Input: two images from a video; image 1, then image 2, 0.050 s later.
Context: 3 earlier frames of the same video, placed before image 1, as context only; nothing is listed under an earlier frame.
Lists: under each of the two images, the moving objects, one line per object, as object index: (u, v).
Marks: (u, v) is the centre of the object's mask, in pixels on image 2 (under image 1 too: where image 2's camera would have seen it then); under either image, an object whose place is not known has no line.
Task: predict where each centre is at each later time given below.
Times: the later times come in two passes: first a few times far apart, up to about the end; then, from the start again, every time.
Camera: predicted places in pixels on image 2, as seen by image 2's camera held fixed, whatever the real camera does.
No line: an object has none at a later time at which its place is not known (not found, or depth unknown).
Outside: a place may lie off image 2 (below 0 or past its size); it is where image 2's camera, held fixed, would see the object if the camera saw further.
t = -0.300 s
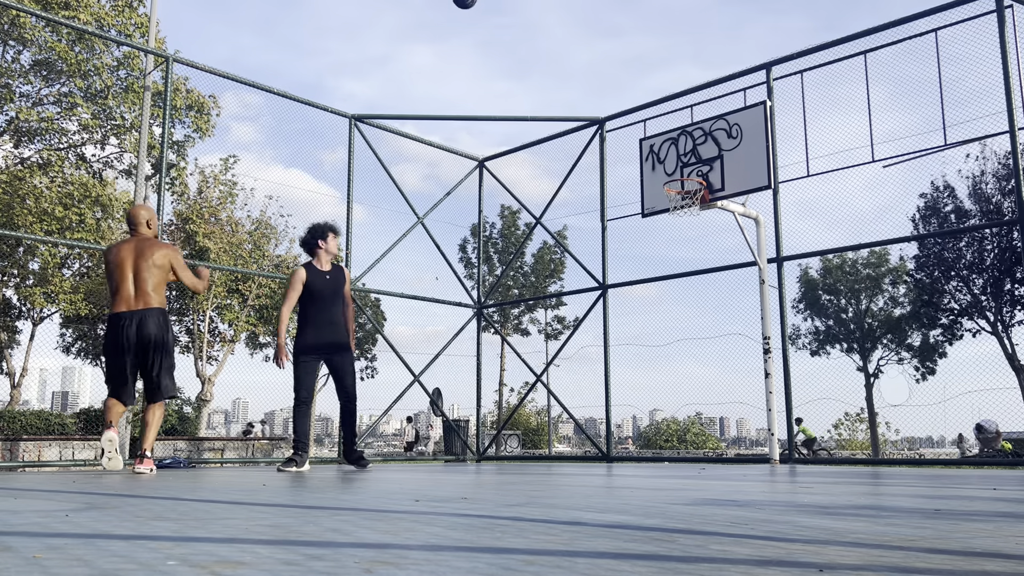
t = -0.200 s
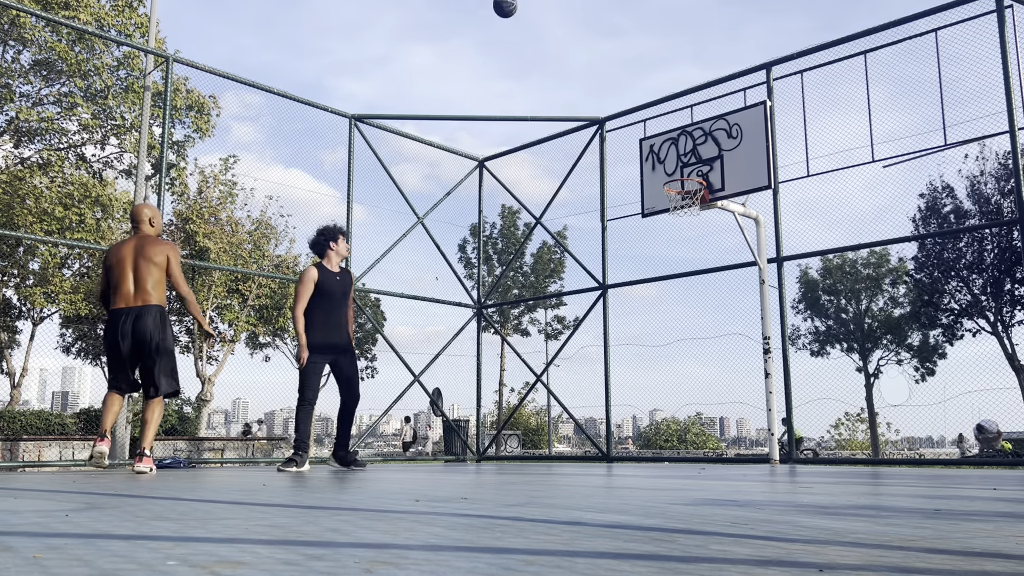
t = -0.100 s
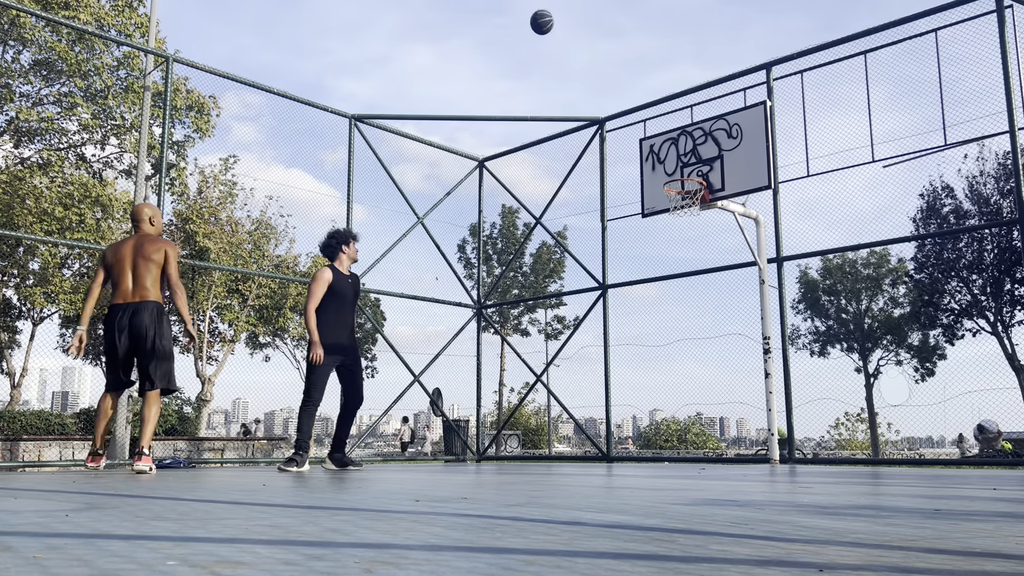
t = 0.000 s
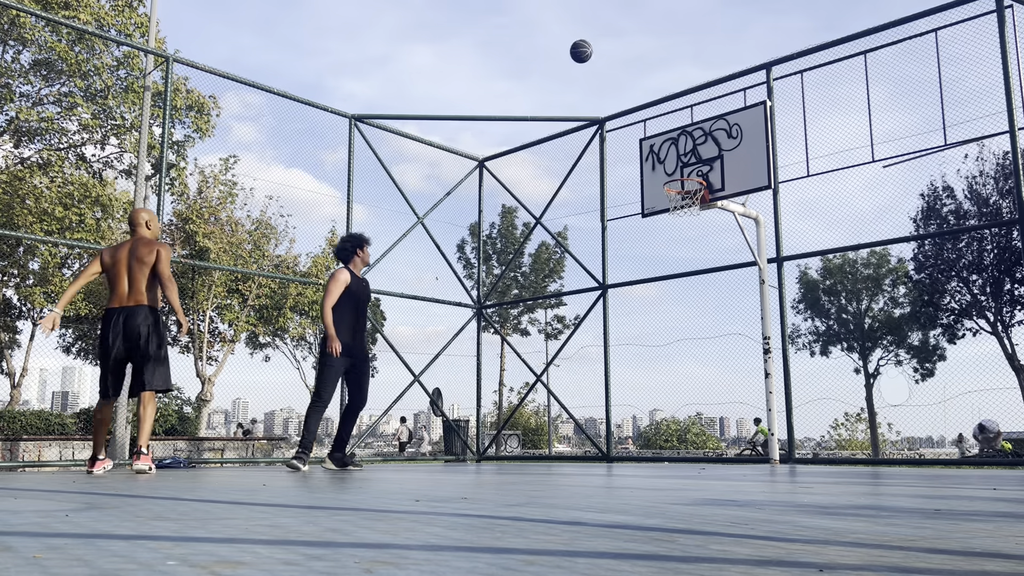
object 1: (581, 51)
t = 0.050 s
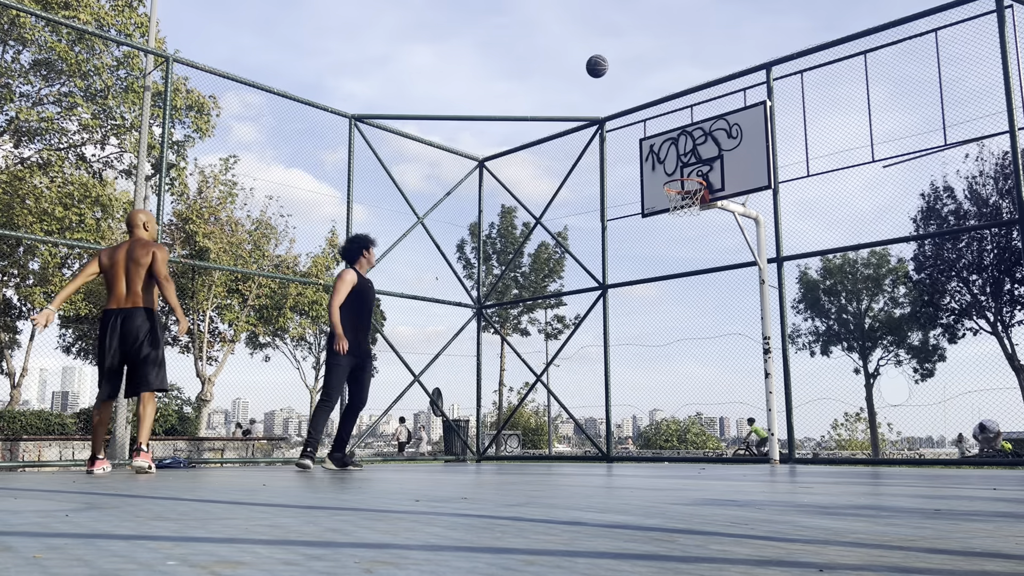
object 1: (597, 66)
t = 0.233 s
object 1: (650, 133)
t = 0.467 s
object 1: (680, 213)
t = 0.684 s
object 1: (657, 294)
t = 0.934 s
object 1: (630, 455)
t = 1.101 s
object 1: (604, 359)
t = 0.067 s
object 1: (602, 71)
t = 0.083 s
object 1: (607, 77)
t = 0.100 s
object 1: (612, 82)
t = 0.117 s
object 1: (617, 88)
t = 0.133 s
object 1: (622, 94)
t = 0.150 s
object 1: (627, 100)
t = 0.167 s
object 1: (632, 106)
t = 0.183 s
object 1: (636, 113)
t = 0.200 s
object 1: (641, 119)
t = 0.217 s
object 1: (646, 126)
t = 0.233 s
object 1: (650, 133)
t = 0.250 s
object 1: (655, 140)
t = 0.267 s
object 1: (659, 148)
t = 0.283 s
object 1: (663, 154)
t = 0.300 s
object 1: (668, 162)
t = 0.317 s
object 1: (673, 169)
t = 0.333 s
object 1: (677, 174)
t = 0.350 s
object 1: (679, 179)
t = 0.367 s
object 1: (681, 186)
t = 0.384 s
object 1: (686, 188)
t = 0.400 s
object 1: (687, 191)
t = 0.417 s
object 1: (687, 196)
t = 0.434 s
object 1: (685, 203)
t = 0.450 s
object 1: (682, 209)
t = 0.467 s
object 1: (680, 213)
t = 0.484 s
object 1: (680, 216)
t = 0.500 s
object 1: (678, 221)
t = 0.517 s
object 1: (676, 226)
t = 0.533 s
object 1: (674, 232)
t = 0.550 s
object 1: (672, 237)
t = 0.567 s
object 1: (670, 244)
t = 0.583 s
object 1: (669, 250)
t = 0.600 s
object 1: (667, 257)
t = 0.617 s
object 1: (665, 264)
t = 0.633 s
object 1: (663, 270)
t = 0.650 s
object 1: (661, 278)
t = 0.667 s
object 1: (659, 286)
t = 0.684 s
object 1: (657, 294)
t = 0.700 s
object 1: (655, 302)
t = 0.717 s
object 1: (653, 311)
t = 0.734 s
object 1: (652, 320)
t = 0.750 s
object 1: (650, 329)
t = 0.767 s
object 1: (648, 339)
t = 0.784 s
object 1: (646, 349)
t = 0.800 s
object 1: (644, 359)
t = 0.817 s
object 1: (643, 370)
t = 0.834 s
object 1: (641, 381)
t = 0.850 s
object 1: (639, 393)
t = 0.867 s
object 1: (637, 405)
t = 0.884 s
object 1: (635, 417)
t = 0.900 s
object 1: (634, 430)
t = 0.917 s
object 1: (631, 444)
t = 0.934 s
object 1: (630, 455)
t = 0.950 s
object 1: (628, 446)
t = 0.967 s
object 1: (625, 436)
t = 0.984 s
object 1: (622, 425)
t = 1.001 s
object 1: (619, 415)
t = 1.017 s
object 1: (617, 405)
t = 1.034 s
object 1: (614, 395)
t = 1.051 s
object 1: (612, 386)
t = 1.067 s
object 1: (609, 376)
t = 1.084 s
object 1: (606, 367)
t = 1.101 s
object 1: (604, 359)
